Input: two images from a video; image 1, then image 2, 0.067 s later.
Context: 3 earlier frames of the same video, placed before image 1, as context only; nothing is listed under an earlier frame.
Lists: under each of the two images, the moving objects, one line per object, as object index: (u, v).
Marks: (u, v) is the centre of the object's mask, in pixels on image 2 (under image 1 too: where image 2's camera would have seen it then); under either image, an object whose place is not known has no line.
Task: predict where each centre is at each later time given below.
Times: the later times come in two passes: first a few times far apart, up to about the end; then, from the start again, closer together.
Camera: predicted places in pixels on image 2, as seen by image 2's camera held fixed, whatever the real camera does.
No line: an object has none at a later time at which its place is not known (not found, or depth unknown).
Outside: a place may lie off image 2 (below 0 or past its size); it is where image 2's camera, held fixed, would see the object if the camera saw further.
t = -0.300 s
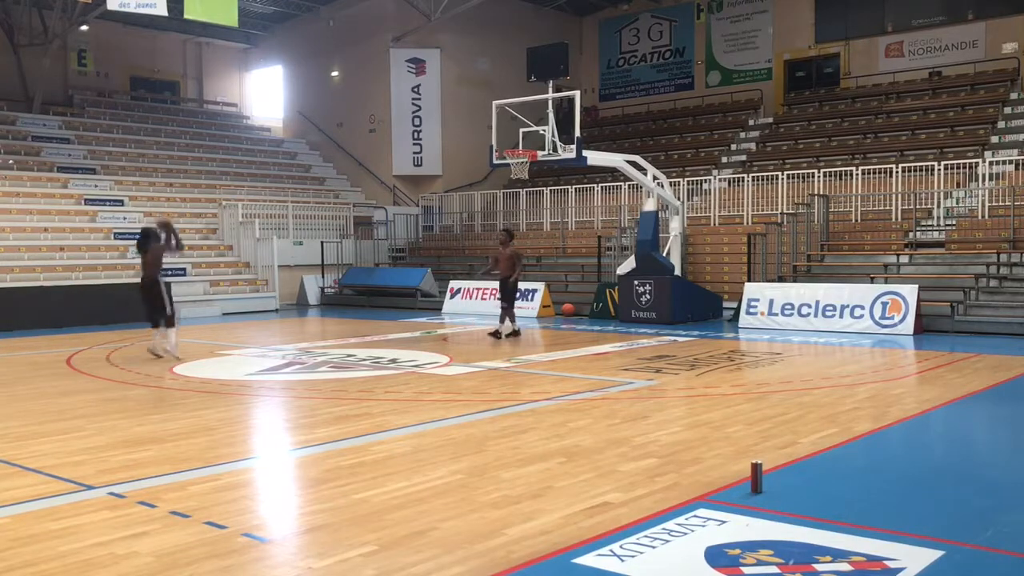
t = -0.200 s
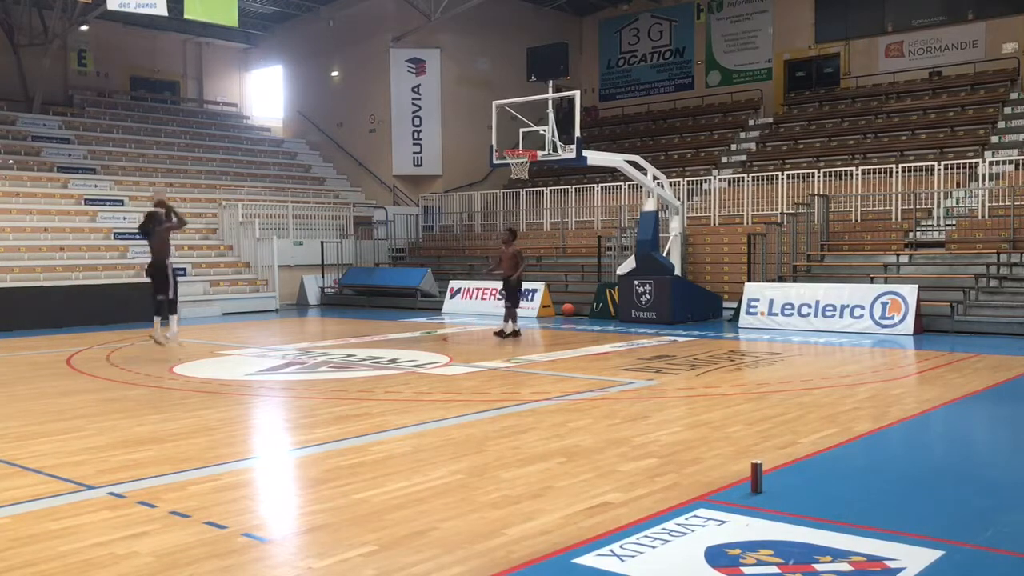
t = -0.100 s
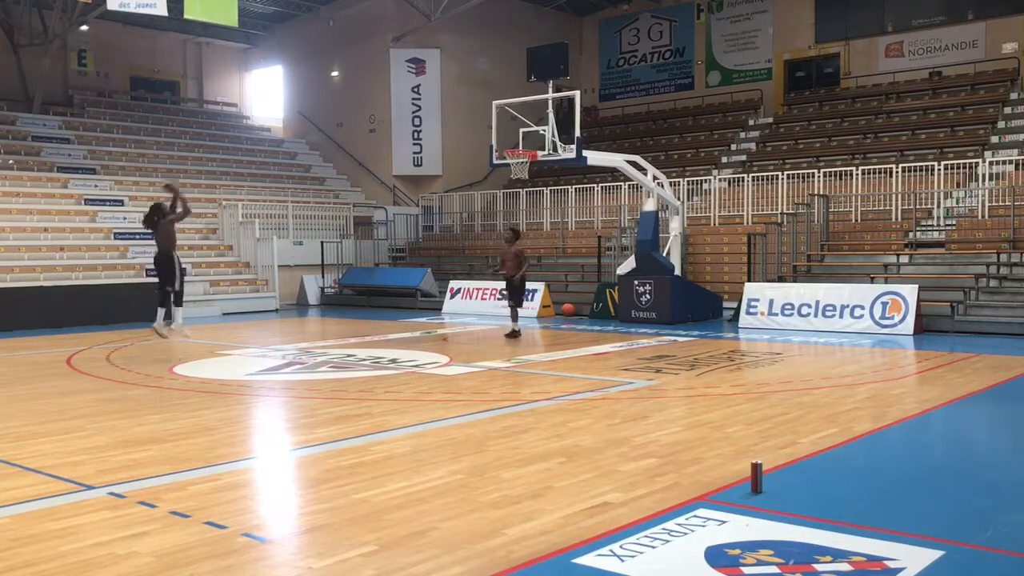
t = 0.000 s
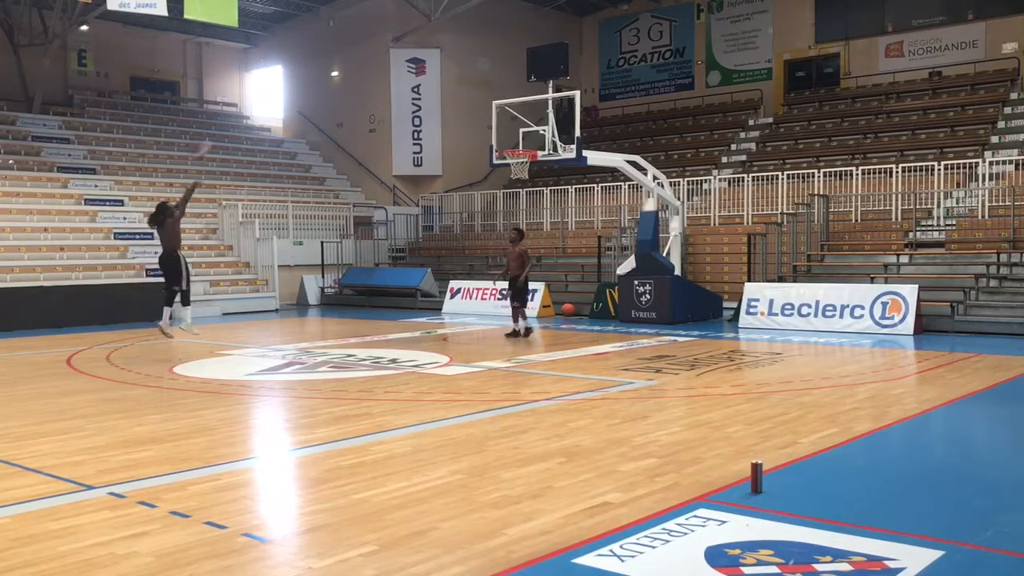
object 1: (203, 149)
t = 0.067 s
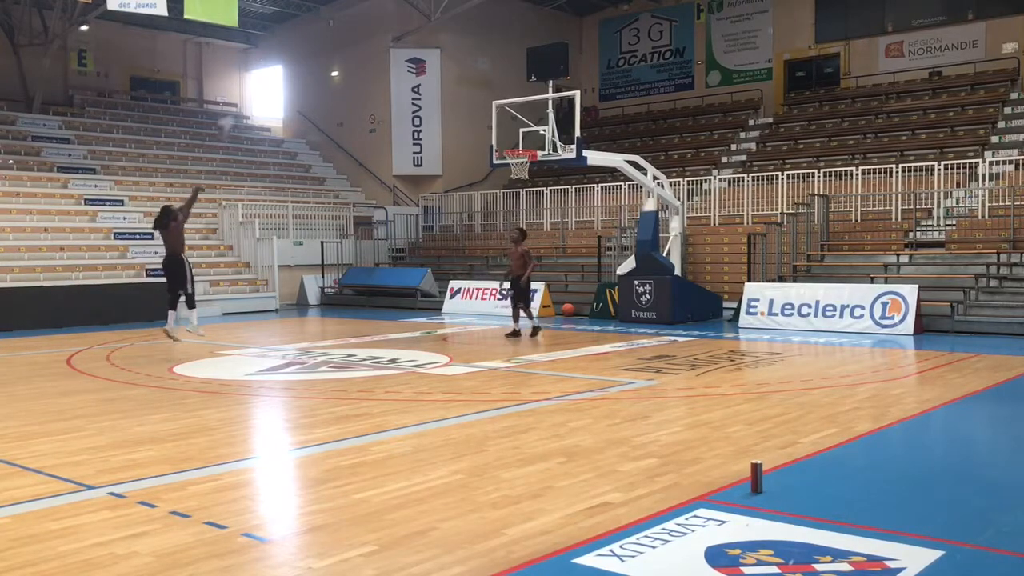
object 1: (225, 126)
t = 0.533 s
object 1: (379, 60)
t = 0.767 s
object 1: (446, 83)
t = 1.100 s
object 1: (523, 161)
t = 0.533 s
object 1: (379, 60)
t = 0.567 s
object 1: (388, 62)
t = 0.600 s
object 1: (399, 66)
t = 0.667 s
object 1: (419, 72)
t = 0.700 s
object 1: (431, 74)
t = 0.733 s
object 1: (438, 79)
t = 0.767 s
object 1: (446, 83)
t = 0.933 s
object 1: (495, 119)
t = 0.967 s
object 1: (504, 126)
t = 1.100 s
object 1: (523, 161)
